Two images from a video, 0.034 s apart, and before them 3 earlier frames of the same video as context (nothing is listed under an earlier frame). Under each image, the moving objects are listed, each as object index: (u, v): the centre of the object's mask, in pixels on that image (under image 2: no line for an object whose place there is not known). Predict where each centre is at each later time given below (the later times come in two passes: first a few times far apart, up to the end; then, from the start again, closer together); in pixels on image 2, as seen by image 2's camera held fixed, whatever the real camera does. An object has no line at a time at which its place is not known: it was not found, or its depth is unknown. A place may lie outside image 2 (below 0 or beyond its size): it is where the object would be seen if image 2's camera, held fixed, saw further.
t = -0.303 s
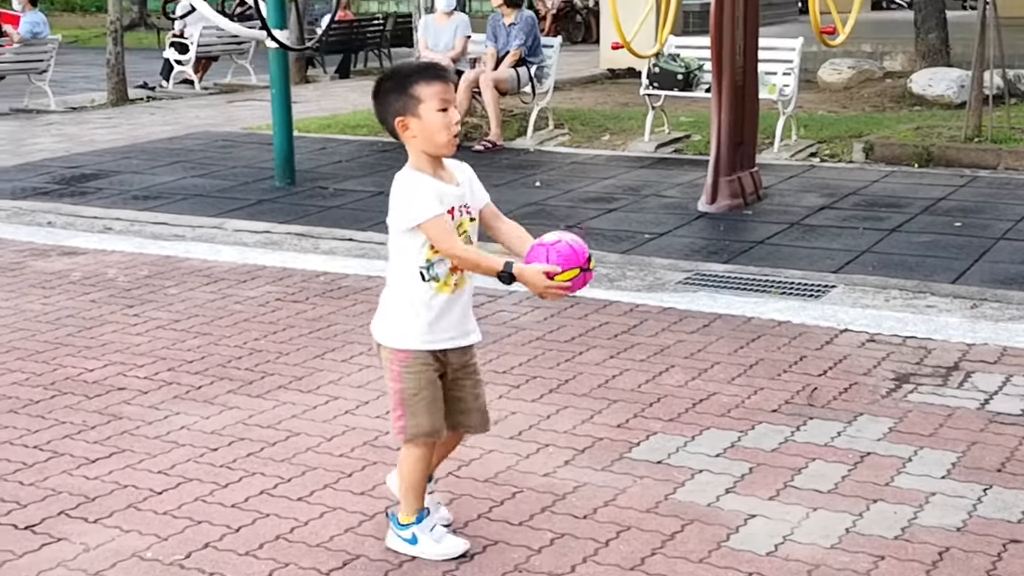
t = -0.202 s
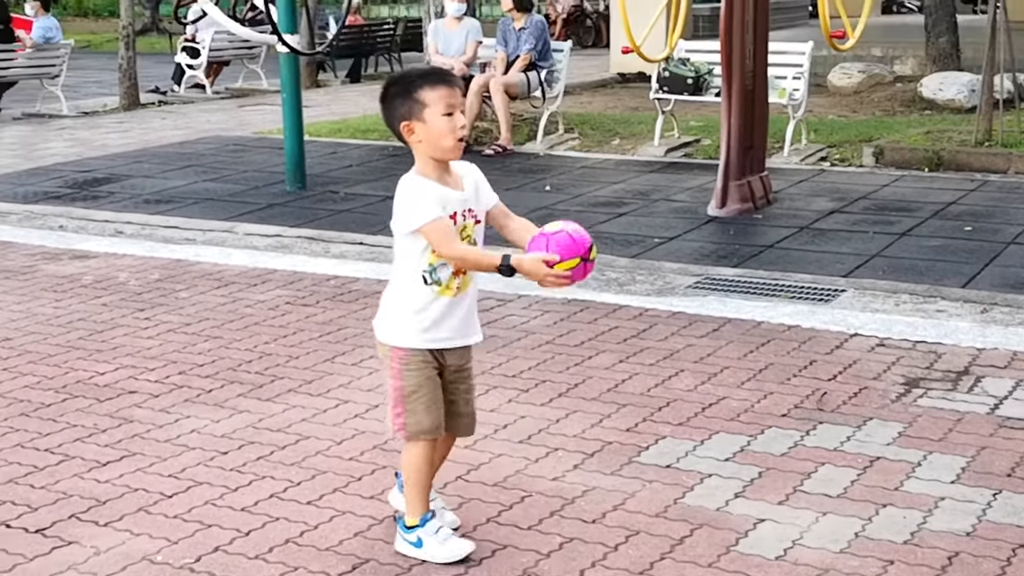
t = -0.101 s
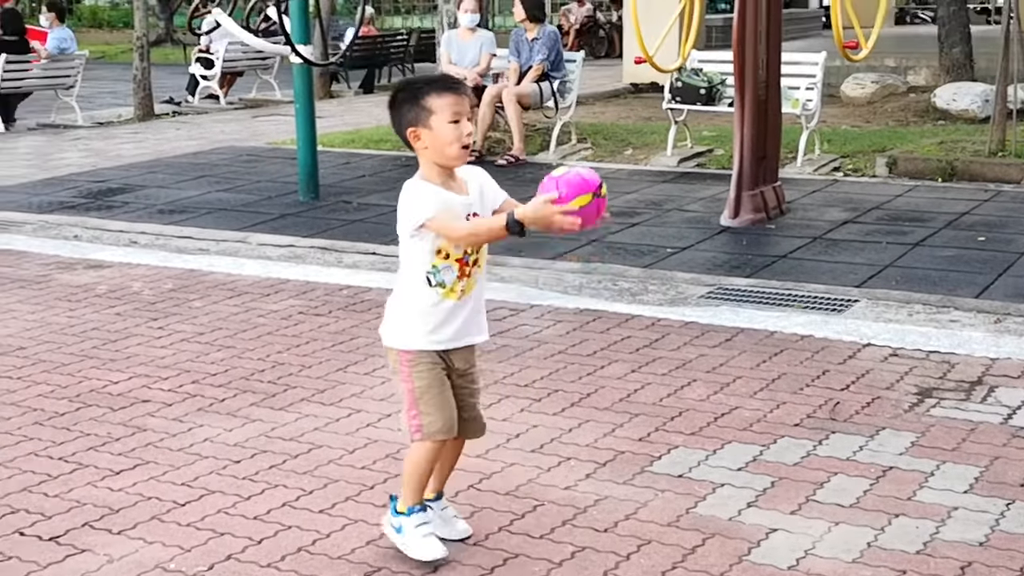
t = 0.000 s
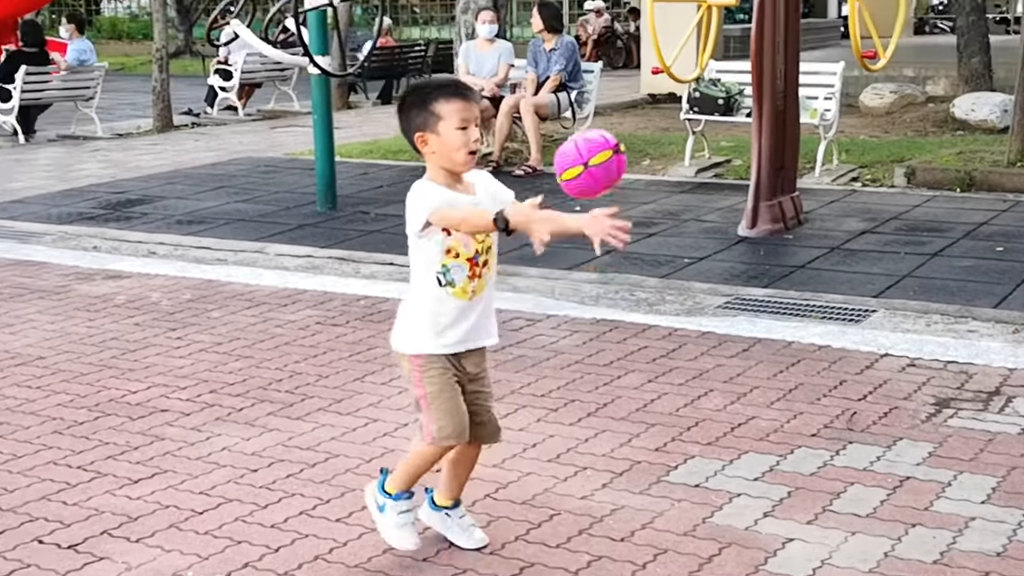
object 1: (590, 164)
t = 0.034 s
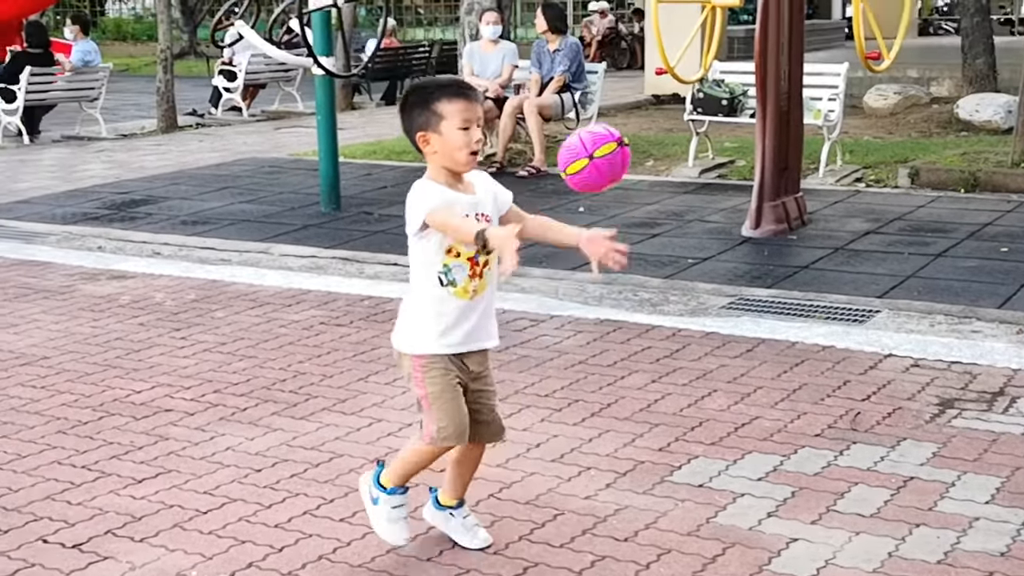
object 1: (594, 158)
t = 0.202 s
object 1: (596, 202)
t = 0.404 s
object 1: (602, 418)
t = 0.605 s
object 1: (623, 474)
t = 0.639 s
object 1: (628, 459)
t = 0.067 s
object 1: (594, 156)
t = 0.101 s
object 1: (594, 160)
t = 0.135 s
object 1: (595, 170)
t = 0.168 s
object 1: (596, 183)
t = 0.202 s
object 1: (596, 202)
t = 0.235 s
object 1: (598, 225)
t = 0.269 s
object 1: (599, 254)
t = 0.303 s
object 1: (599, 288)
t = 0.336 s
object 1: (600, 328)
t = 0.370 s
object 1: (602, 370)
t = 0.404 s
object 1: (602, 418)
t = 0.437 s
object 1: (603, 469)
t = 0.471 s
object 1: (604, 526)
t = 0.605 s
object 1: (623, 474)
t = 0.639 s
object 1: (628, 459)
